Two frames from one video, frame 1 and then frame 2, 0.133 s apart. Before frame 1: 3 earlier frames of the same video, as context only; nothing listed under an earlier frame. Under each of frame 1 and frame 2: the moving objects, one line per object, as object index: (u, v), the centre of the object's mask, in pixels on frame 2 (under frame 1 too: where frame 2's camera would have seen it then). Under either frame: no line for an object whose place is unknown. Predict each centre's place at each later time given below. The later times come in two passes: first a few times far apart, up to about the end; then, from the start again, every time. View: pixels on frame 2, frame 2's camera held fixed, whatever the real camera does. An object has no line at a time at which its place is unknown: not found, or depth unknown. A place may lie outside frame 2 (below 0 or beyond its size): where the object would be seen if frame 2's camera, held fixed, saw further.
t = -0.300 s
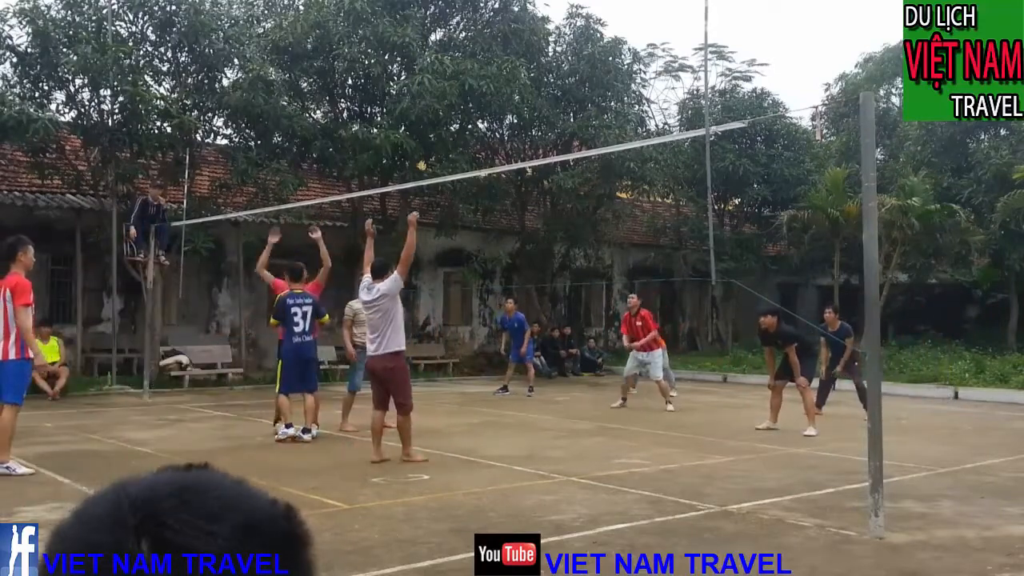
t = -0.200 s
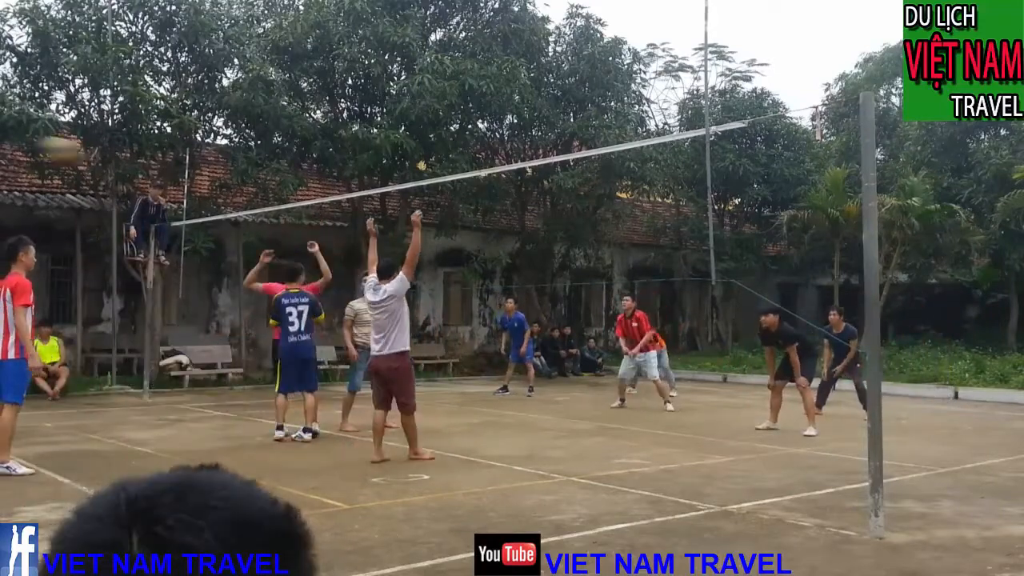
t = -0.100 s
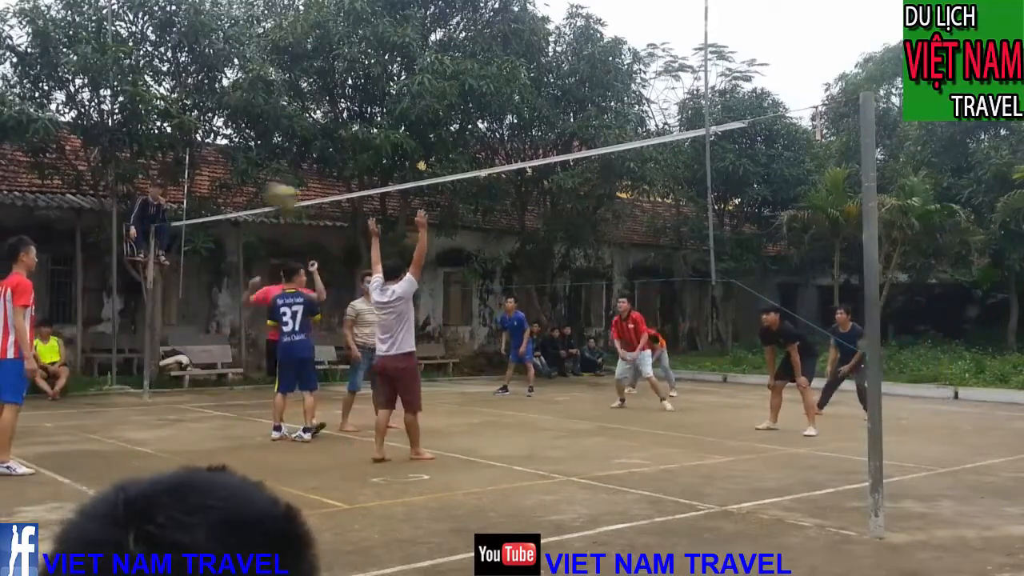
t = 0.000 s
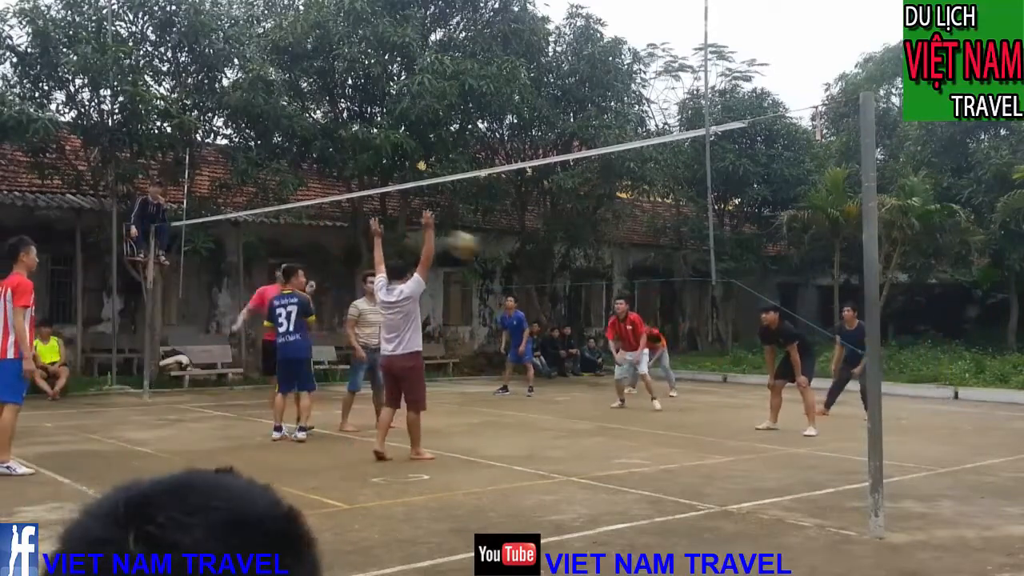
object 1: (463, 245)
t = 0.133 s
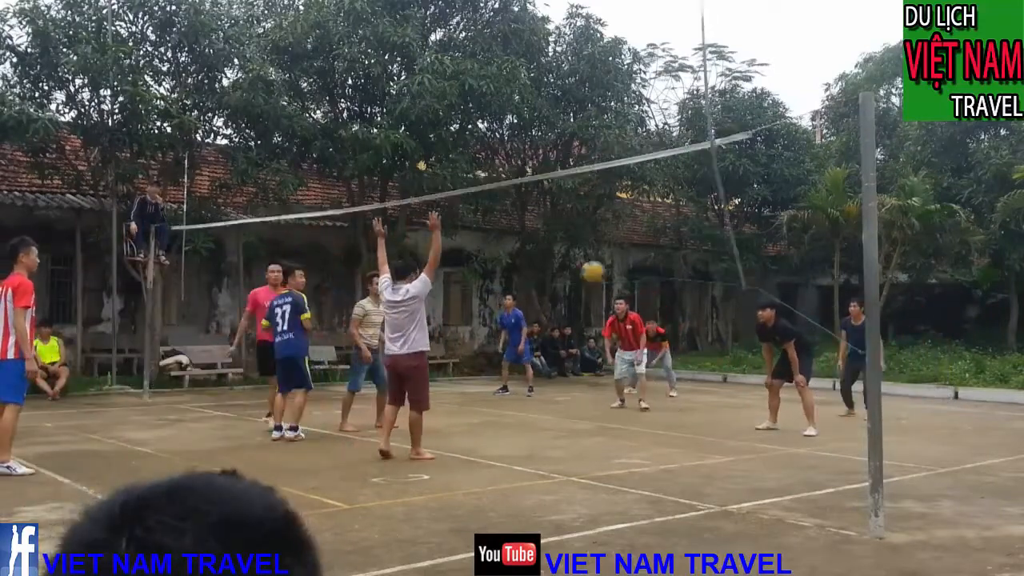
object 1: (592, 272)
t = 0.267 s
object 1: (568, 301)
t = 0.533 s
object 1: (492, 449)
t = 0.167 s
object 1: (592, 274)
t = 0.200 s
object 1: (586, 282)
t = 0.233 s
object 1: (576, 291)
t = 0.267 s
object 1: (568, 301)
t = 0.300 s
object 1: (559, 312)
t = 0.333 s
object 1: (549, 327)
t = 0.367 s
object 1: (539, 340)
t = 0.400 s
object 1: (531, 360)
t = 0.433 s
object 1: (521, 379)
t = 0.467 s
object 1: (511, 399)
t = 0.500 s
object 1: (500, 423)
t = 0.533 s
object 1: (492, 449)
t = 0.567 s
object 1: (481, 466)
